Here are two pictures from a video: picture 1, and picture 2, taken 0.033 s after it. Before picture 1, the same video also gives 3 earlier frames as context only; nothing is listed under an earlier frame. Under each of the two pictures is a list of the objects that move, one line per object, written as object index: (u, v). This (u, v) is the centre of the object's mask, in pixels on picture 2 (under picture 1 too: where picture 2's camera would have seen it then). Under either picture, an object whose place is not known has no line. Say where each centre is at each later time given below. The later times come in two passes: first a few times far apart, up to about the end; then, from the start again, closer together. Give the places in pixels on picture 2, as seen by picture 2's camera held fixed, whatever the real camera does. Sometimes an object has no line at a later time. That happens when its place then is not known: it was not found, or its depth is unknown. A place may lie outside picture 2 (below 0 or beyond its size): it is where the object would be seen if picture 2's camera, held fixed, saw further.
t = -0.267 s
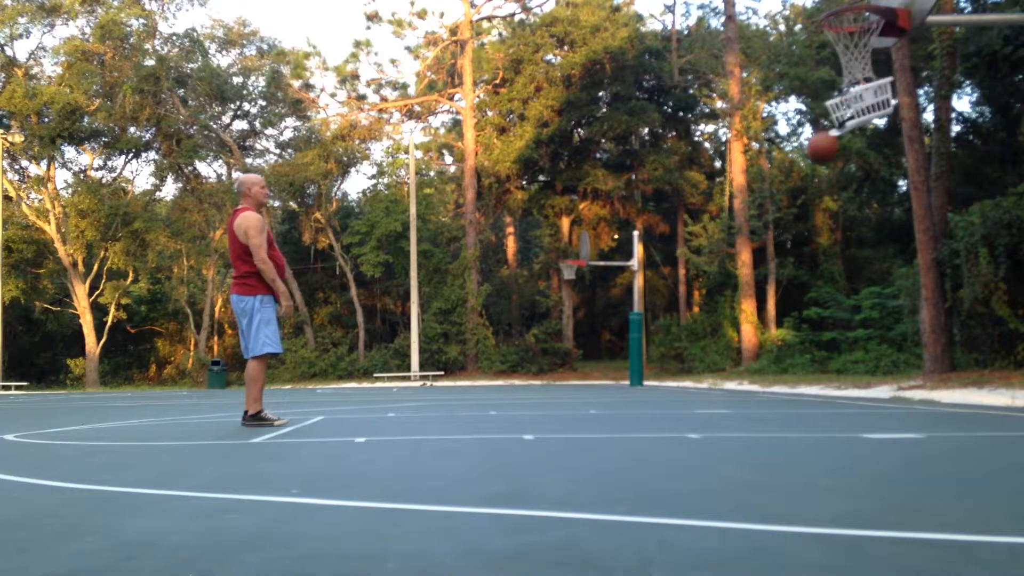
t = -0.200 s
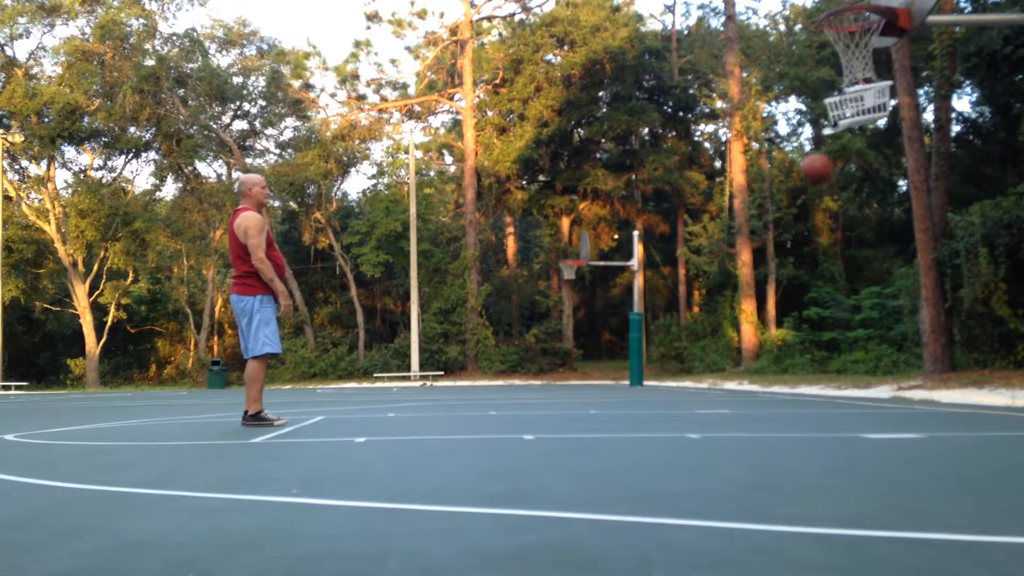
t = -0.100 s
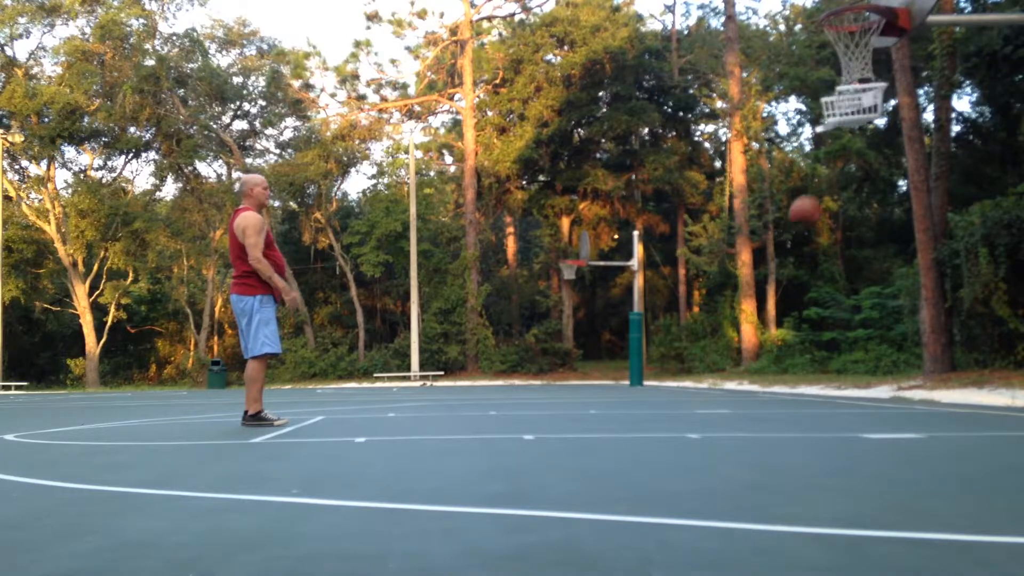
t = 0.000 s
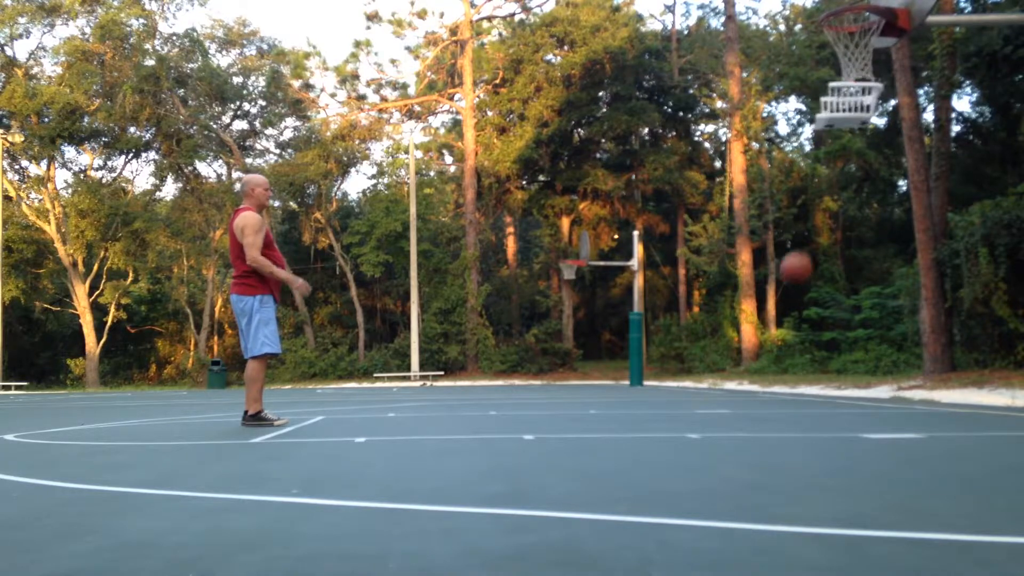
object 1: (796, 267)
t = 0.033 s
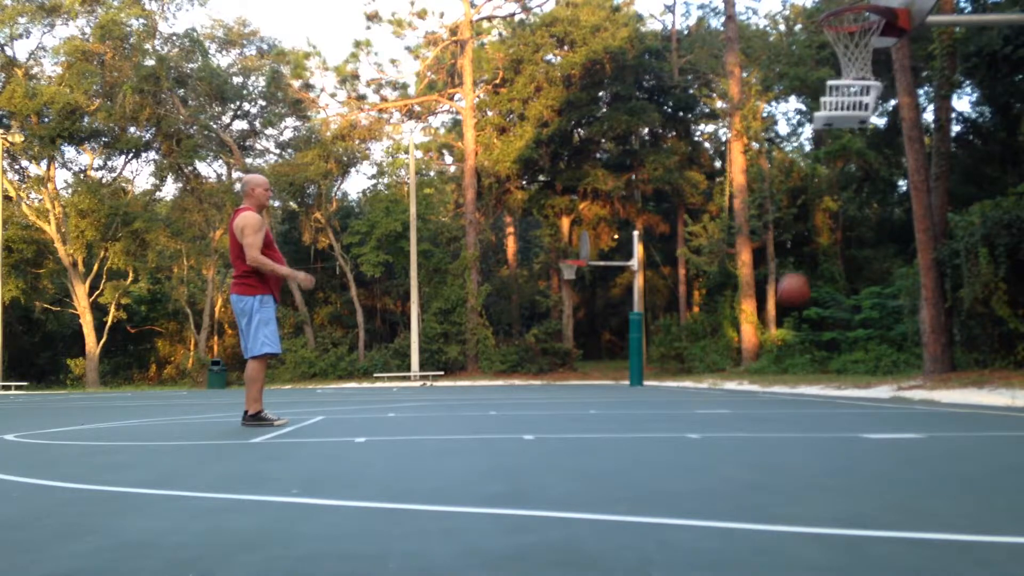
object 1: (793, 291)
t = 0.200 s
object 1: (779, 395)
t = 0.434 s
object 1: (744, 293)
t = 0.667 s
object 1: (714, 261)
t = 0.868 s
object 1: (689, 287)
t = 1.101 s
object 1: (662, 378)
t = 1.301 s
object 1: (640, 349)
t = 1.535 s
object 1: (617, 323)
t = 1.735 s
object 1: (598, 354)
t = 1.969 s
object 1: (577, 377)
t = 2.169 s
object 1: (561, 359)
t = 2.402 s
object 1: (543, 396)
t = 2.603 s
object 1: (528, 377)
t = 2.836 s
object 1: (510, 400)
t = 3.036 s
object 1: (495, 386)
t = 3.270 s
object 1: (479, 393)
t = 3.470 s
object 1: (465, 399)
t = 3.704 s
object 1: (451, 399)
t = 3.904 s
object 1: (438, 398)
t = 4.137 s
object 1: (423, 400)
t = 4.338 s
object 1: (410, 400)
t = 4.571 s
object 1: (397, 400)
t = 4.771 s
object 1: (386, 400)
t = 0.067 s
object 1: (791, 312)
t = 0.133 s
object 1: (785, 363)
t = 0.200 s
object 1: (779, 395)
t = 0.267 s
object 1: (768, 358)
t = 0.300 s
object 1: (764, 342)
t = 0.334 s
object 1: (759, 329)
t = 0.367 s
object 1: (754, 315)
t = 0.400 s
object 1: (749, 303)
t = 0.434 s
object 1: (744, 293)
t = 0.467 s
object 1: (740, 285)
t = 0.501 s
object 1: (736, 277)
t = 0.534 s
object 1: (731, 271)
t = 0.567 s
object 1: (727, 266)
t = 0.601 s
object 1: (722, 263)
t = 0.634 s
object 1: (719, 262)
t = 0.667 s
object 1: (714, 261)
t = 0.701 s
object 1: (710, 262)
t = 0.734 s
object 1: (706, 264)
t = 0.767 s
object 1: (702, 267)
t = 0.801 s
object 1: (697, 273)
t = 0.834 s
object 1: (693, 279)
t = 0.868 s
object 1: (689, 287)
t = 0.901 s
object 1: (685, 296)
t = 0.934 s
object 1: (681, 305)
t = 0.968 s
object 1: (677, 317)
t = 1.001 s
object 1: (673, 330)
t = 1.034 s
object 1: (669, 345)
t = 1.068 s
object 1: (666, 362)
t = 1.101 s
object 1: (662, 378)
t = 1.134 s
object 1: (658, 399)
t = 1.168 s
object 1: (655, 394)
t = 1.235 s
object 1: (648, 368)
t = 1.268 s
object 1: (644, 359)
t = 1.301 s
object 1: (640, 349)
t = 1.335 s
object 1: (637, 342)
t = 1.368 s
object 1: (634, 336)
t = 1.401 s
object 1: (630, 331)
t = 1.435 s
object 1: (627, 327)
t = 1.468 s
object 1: (623, 325)
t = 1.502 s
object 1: (620, 324)
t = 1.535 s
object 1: (617, 323)
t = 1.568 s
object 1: (614, 325)
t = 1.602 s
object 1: (611, 328)
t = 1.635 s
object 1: (607, 332)
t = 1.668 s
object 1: (604, 337)
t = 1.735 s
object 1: (598, 354)
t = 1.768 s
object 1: (595, 363)
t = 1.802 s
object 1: (592, 374)
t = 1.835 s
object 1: (588, 387)
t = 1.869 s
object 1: (585, 401)
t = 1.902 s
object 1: (583, 394)
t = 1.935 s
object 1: (580, 385)
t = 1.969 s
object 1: (577, 377)
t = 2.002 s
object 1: (574, 370)
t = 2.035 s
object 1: (572, 365)
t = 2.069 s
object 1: (569, 362)
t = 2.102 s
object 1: (566, 360)
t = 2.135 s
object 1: (564, 358)
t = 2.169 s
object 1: (561, 359)
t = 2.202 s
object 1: (559, 360)
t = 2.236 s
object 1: (556, 363)
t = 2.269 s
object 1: (553, 366)
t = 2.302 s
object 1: (551, 372)
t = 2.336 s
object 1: (549, 378)
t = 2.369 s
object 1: (546, 387)
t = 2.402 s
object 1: (543, 396)
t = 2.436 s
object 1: (540, 399)
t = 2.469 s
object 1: (538, 392)
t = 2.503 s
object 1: (536, 386)
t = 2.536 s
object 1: (533, 381)
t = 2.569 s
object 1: (530, 379)
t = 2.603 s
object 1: (528, 377)
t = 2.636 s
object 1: (525, 376)
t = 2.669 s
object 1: (523, 377)
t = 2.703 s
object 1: (520, 378)
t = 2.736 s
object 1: (518, 381)
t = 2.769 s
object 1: (516, 386)
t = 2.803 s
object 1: (513, 393)
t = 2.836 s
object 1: (510, 400)
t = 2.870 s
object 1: (508, 397)
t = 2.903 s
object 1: (506, 394)
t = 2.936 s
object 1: (503, 389)
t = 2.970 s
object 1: (501, 387)
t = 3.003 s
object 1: (498, 386)
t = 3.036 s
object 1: (495, 386)
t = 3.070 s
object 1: (493, 387)
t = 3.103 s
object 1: (491, 390)
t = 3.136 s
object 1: (488, 394)
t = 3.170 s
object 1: (486, 400)
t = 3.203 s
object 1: (483, 399)
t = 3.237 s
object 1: (481, 395)
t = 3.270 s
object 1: (479, 393)
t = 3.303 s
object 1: (477, 391)
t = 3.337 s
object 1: (474, 391)
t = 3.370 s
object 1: (472, 392)
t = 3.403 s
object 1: (470, 395)
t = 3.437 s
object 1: (467, 399)
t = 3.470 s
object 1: (465, 399)
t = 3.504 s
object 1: (463, 397)
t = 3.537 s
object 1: (461, 395)
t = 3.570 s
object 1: (459, 394)
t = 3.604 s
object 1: (457, 395)
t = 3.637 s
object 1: (455, 397)
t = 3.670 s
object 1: (453, 400)
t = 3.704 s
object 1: (451, 399)
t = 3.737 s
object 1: (448, 397)
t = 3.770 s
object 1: (446, 396)
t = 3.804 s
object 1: (444, 397)
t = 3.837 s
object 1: (442, 399)
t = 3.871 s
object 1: (440, 399)
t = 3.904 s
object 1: (438, 398)
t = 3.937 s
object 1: (436, 399)
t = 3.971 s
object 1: (434, 399)
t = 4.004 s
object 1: (431, 400)
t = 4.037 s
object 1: (429, 399)
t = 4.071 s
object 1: (427, 399)
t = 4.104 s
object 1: (425, 400)
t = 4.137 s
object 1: (423, 400)
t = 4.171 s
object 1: (421, 400)
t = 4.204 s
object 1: (419, 400)
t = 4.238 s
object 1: (417, 400)
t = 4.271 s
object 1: (415, 400)
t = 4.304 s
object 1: (413, 400)
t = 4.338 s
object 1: (410, 400)
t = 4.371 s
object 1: (408, 400)
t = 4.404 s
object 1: (407, 400)
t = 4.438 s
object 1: (405, 400)
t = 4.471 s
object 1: (403, 400)
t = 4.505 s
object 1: (401, 400)
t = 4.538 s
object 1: (399, 400)
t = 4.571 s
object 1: (397, 400)
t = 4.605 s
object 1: (395, 400)
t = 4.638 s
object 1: (393, 400)
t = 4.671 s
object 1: (392, 400)
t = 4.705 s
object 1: (390, 400)
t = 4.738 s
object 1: (388, 400)
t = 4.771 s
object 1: (386, 400)
